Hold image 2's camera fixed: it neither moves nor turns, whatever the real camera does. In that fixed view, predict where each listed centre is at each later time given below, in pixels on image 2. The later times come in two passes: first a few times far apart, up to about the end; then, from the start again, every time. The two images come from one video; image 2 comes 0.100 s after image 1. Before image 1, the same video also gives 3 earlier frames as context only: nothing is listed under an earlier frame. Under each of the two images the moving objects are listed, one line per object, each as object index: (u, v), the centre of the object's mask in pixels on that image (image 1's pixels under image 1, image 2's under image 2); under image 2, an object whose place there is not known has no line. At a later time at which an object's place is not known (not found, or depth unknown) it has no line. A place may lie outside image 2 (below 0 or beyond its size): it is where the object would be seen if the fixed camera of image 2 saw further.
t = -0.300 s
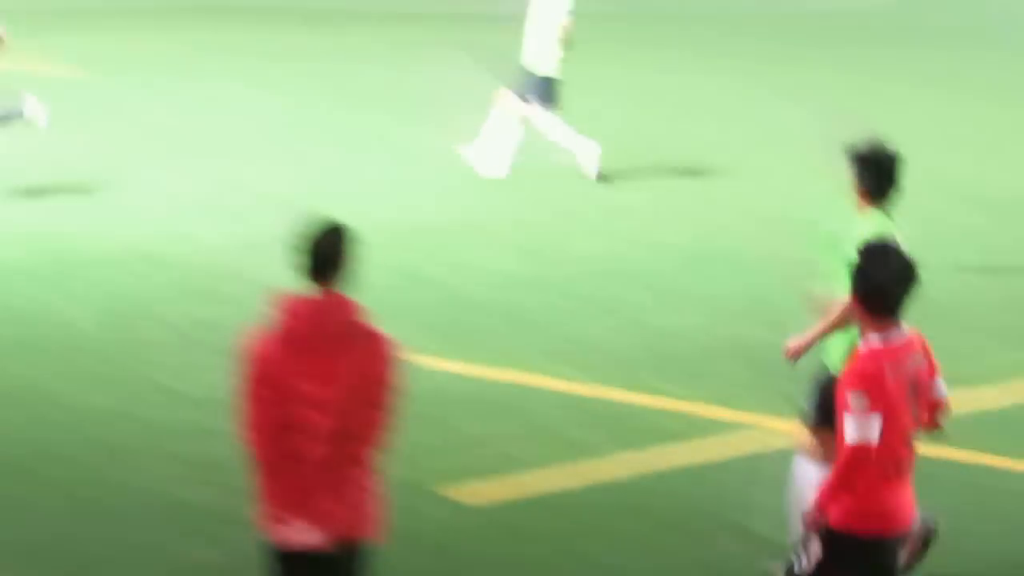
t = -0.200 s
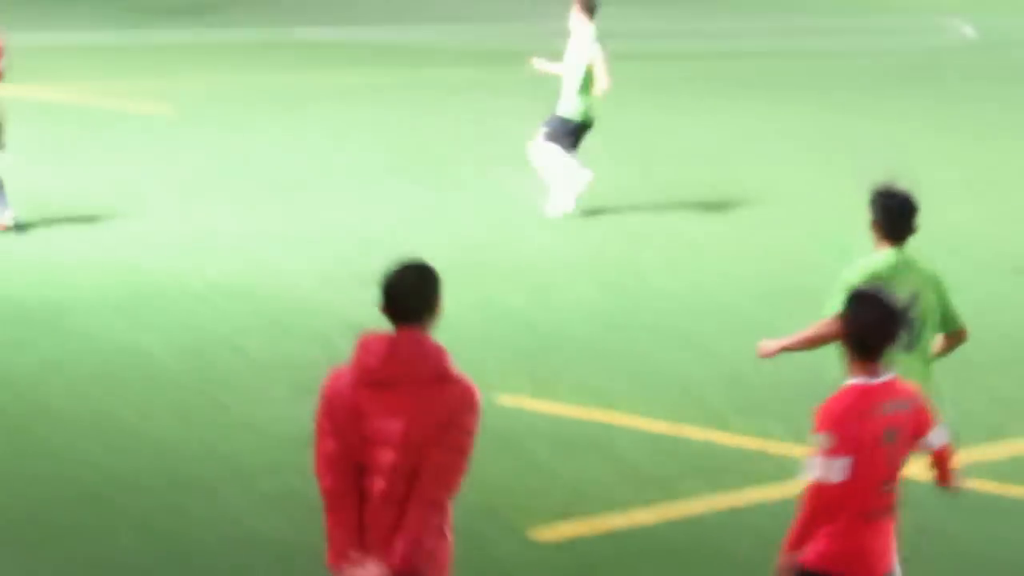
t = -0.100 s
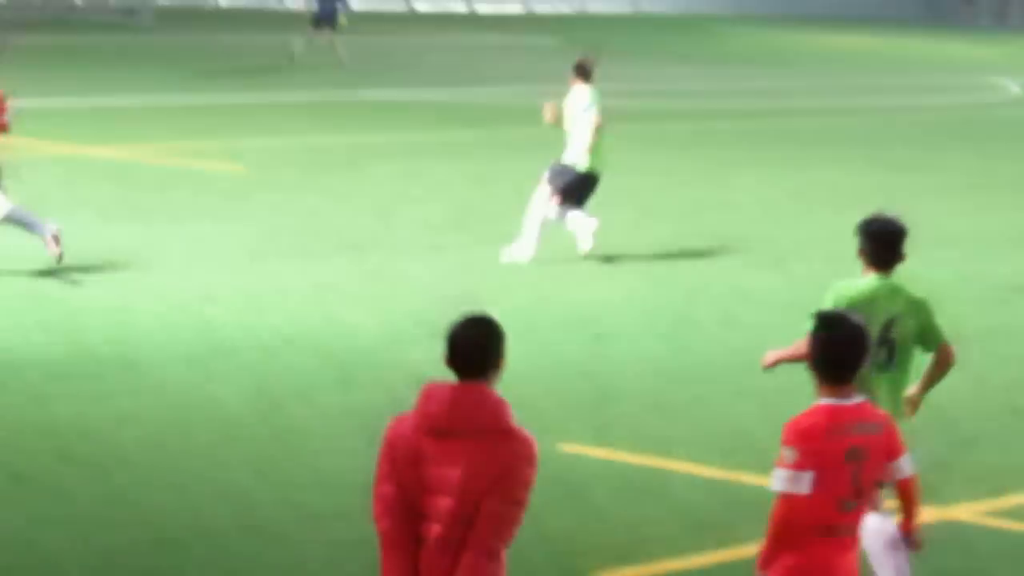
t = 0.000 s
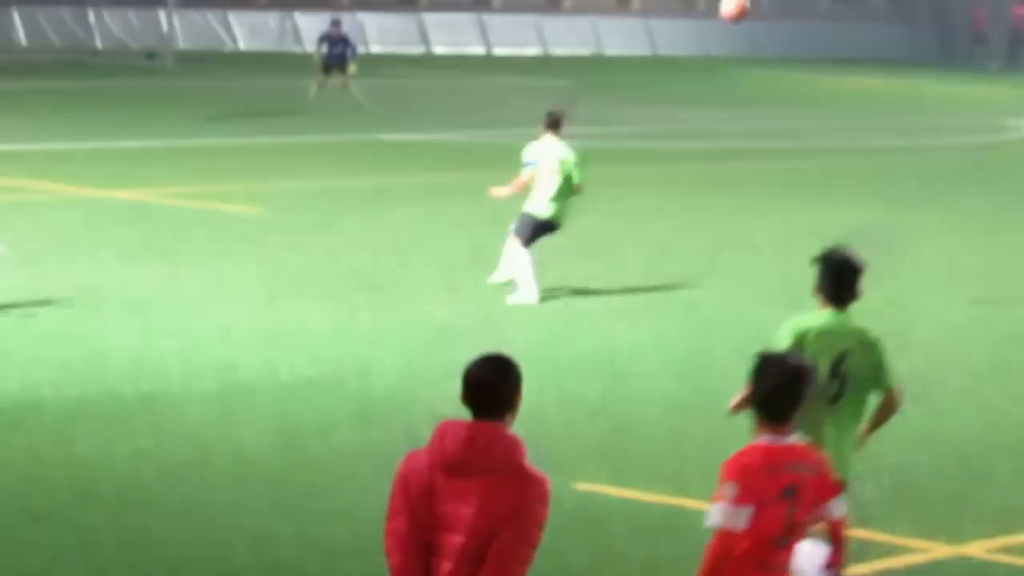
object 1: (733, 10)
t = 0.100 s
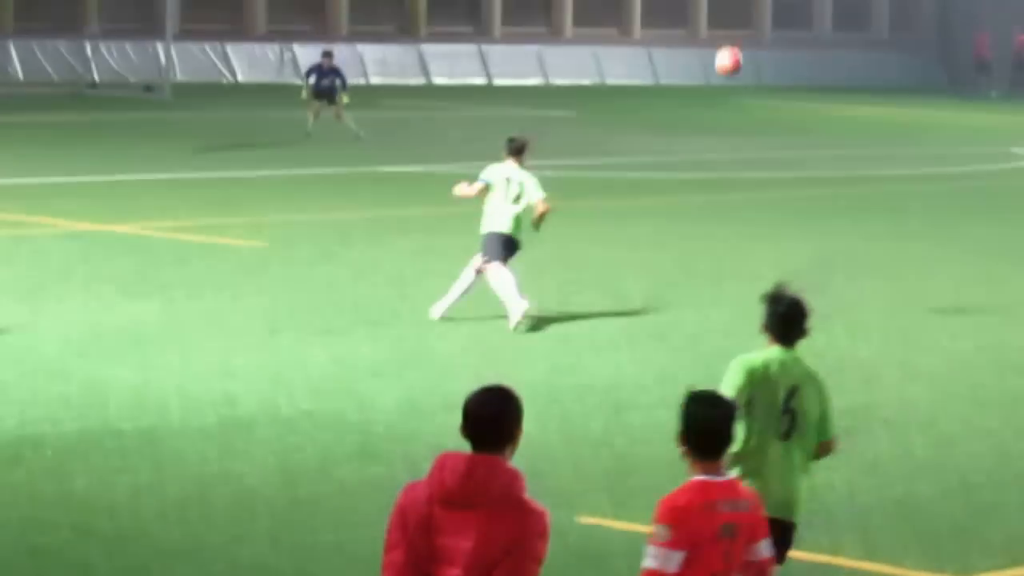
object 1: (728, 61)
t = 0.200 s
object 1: (726, 96)
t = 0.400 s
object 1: (731, 186)
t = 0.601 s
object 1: (741, 213)
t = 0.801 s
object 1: (746, 140)
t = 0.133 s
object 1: (727, 72)
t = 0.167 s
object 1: (727, 83)
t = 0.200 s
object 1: (726, 96)
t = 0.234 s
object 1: (726, 108)
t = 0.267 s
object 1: (726, 122)
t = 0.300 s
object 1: (727, 137)
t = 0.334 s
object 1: (728, 152)
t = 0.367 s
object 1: (730, 168)
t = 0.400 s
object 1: (731, 186)
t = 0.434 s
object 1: (732, 202)
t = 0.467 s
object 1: (734, 219)
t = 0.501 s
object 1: (736, 237)
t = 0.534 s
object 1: (738, 248)
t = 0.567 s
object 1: (740, 230)
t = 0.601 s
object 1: (741, 213)
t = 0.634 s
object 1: (742, 197)
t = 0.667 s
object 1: (743, 184)
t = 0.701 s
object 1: (744, 170)
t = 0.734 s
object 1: (745, 158)
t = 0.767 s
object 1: (746, 149)
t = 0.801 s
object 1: (746, 140)
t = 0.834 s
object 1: (747, 132)
